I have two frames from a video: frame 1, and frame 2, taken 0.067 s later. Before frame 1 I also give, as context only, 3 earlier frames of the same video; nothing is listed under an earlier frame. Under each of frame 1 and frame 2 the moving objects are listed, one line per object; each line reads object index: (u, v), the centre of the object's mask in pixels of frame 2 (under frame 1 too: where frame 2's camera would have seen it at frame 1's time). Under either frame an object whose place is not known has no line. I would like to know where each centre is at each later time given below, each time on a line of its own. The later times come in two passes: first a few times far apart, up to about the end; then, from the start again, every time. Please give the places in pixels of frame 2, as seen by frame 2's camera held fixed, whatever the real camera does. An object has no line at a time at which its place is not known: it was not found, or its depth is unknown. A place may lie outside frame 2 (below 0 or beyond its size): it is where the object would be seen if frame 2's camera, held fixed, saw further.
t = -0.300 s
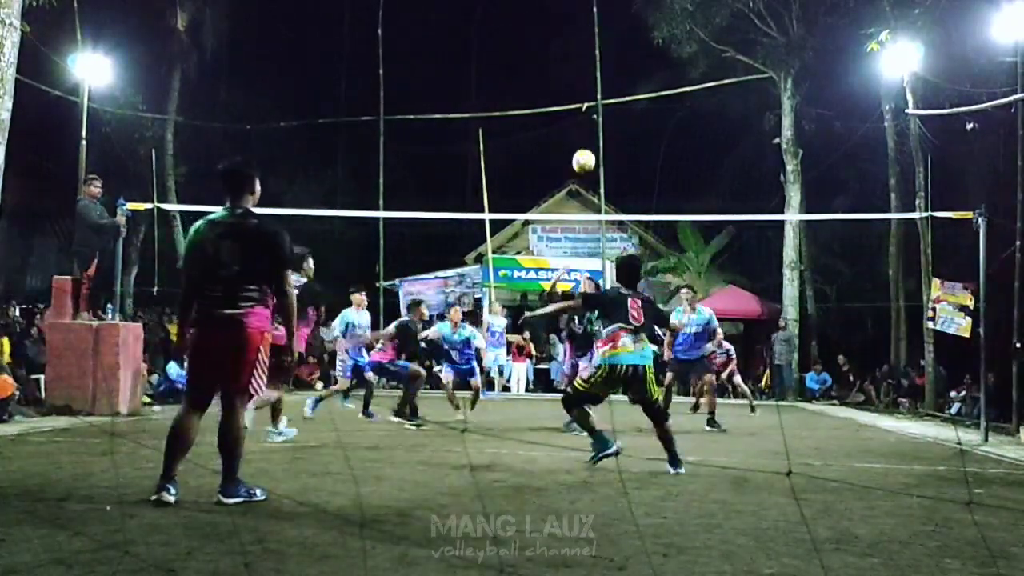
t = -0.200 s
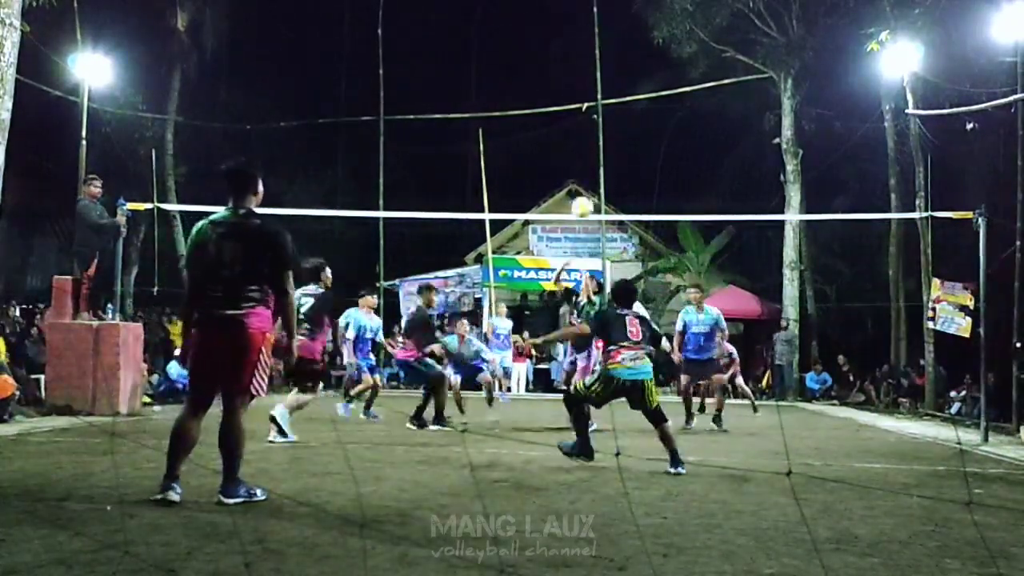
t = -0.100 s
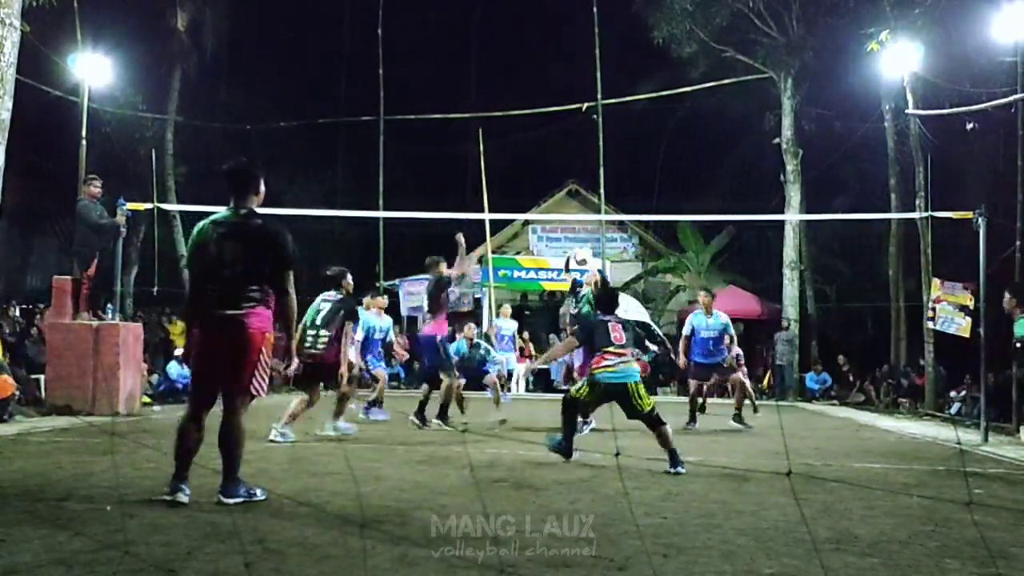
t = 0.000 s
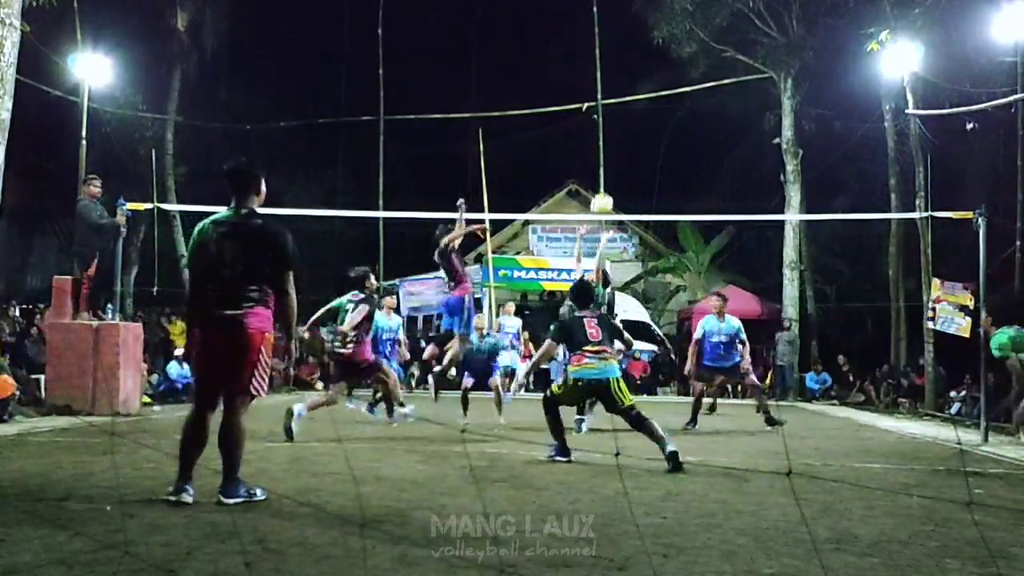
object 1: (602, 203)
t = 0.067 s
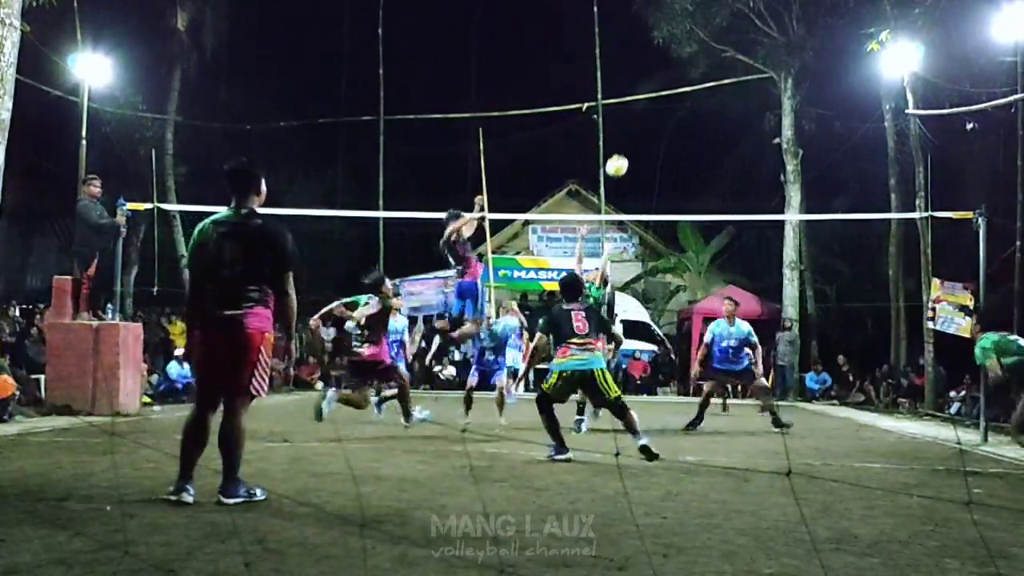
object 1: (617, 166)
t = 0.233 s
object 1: (654, 90)
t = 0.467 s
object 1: (705, 30)
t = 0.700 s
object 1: (751, 19)
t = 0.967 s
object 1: (806, 68)
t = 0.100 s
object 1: (624, 148)
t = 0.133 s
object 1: (632, 132)
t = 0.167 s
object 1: (639, 117)
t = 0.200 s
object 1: (647, 103)
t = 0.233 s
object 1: (654, 90)
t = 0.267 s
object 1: (662, 78)
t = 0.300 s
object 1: (669, 67)
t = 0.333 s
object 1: (676, 58)
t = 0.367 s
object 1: (684, 49)
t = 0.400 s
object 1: (691, 41)
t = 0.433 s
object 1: (698, 35)
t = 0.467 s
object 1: (705, 30)
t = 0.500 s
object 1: (712, 25)
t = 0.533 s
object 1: (719, 21)
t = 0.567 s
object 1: (726, 19)
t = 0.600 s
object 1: (733, 18)
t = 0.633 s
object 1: (741, 18)
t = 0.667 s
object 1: (744, 18)
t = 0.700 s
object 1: (751, 19)
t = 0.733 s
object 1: (758, 22)
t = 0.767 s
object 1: (765, 25)
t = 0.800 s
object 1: (772, 30)
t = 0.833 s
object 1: (779, 35)
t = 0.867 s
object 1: (786, 41)
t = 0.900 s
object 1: (793, 50)
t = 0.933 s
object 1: (799, 58)
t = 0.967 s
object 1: (806, 68)
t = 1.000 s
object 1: (813, 79)
